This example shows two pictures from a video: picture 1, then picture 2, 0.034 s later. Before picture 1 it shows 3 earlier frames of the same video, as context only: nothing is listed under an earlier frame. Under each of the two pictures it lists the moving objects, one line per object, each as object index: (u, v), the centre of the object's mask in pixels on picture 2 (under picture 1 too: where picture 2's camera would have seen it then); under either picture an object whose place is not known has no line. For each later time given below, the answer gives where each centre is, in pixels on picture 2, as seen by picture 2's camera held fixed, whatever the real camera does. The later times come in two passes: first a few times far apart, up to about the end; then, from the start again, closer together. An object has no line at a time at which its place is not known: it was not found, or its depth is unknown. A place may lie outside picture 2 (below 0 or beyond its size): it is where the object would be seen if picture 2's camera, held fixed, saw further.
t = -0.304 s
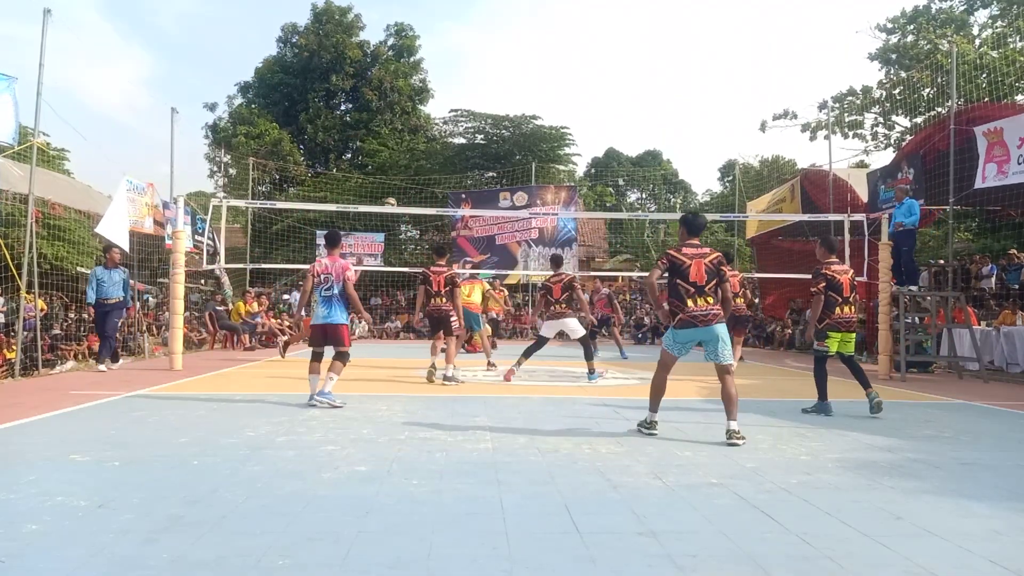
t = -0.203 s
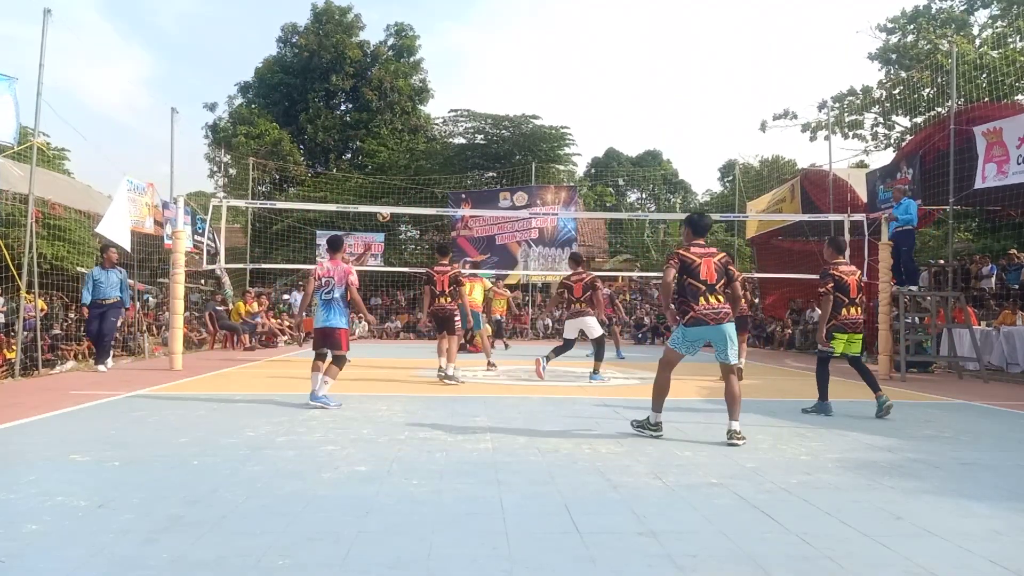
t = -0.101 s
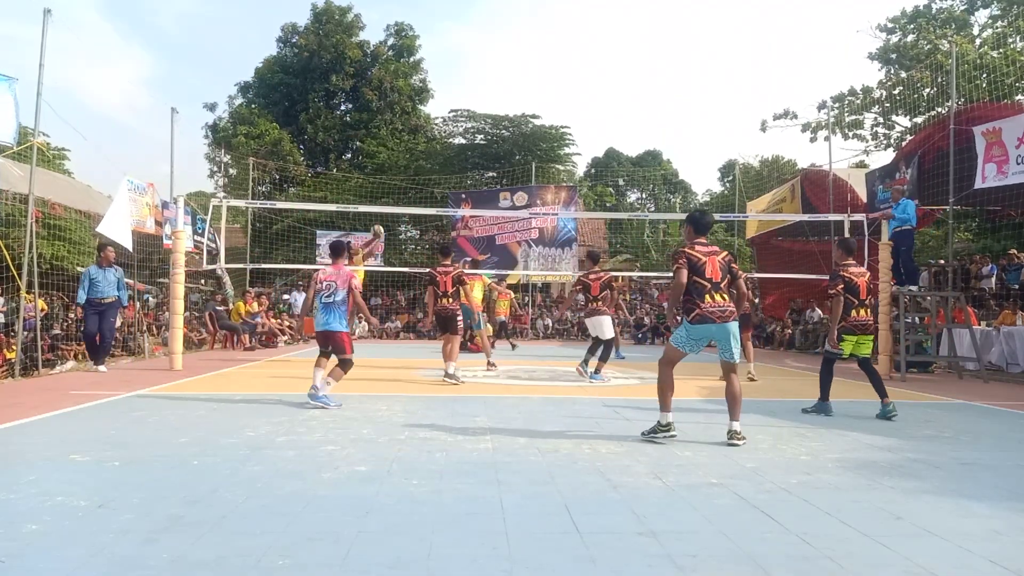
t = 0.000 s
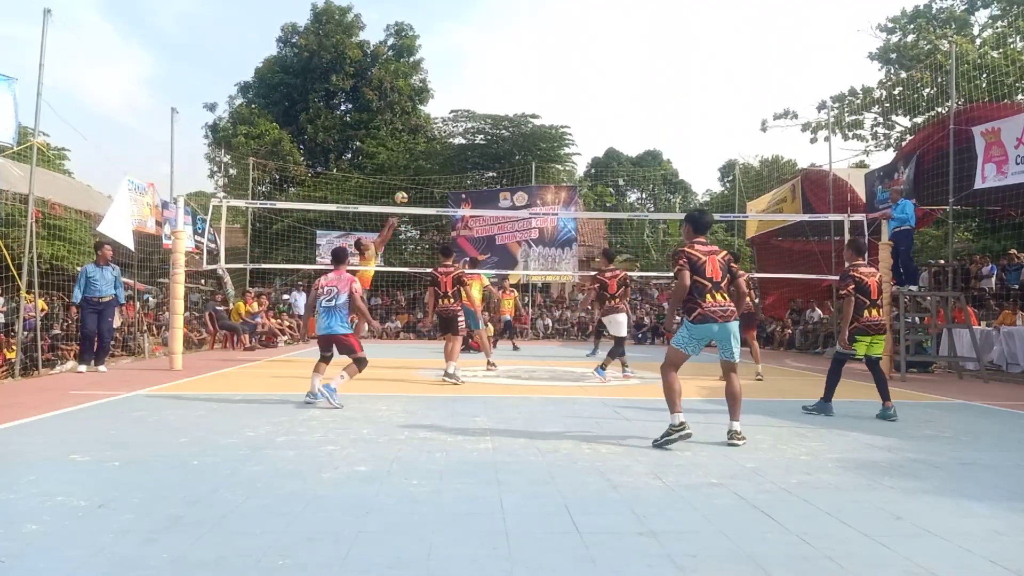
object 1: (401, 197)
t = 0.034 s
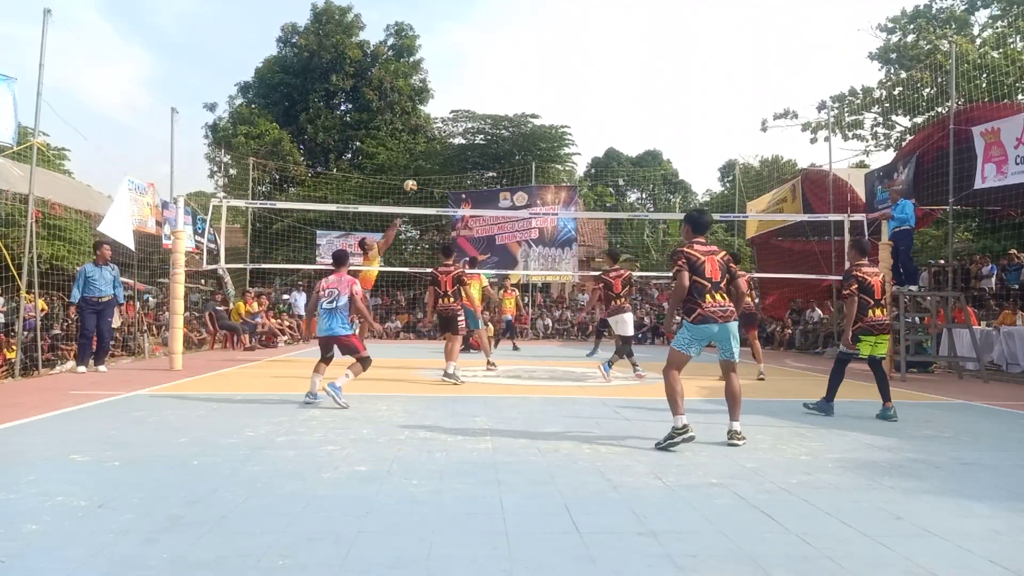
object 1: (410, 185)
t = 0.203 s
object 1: (456, 136)
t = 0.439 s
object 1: (519, 97)
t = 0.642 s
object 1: (572, 90)
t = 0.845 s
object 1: (622, 109)
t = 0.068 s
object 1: (420, 174)
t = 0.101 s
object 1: (429, 164)
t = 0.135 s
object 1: (438, 154)
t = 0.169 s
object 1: (448, 144)
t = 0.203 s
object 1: (456, 136)
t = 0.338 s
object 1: (492, 110)
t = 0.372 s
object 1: (501, 105)
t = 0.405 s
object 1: (510, 101)
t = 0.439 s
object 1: (519, 97)
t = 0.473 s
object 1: (528, 94)
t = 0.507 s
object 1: (536, 92)
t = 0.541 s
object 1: (545, 91)
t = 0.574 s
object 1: (553, 90)
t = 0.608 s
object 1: (563, 90)
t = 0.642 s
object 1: (572, 90)
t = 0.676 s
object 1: (580, 92)
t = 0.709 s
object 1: (588, 94)
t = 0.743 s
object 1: (597, 96)
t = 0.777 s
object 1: (605, 100)
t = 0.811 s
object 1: (614, 104)
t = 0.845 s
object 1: (622, 109)
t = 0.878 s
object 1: (630, 114)
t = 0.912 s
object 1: (638, 120)
